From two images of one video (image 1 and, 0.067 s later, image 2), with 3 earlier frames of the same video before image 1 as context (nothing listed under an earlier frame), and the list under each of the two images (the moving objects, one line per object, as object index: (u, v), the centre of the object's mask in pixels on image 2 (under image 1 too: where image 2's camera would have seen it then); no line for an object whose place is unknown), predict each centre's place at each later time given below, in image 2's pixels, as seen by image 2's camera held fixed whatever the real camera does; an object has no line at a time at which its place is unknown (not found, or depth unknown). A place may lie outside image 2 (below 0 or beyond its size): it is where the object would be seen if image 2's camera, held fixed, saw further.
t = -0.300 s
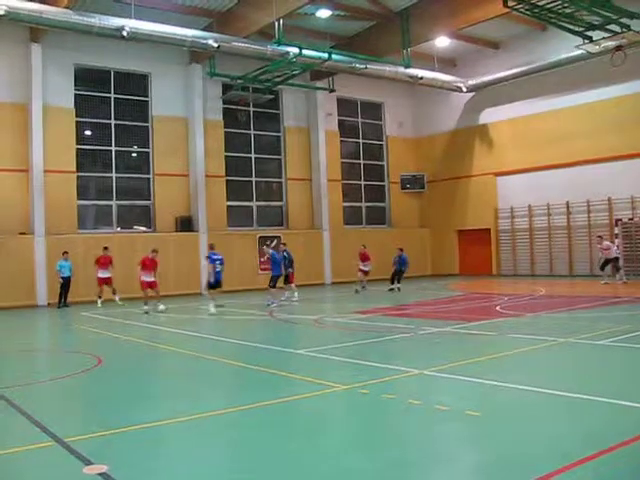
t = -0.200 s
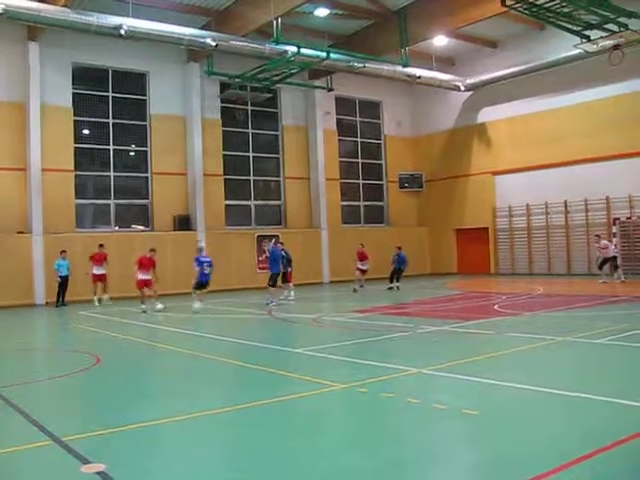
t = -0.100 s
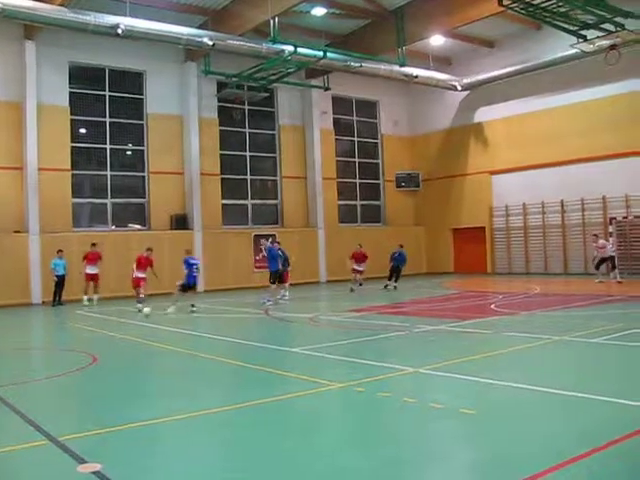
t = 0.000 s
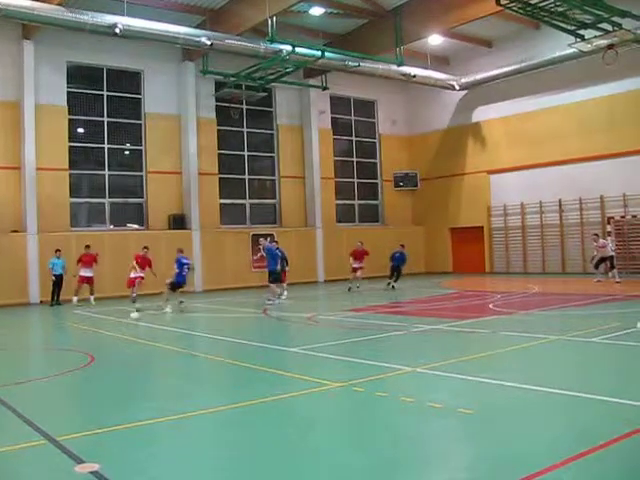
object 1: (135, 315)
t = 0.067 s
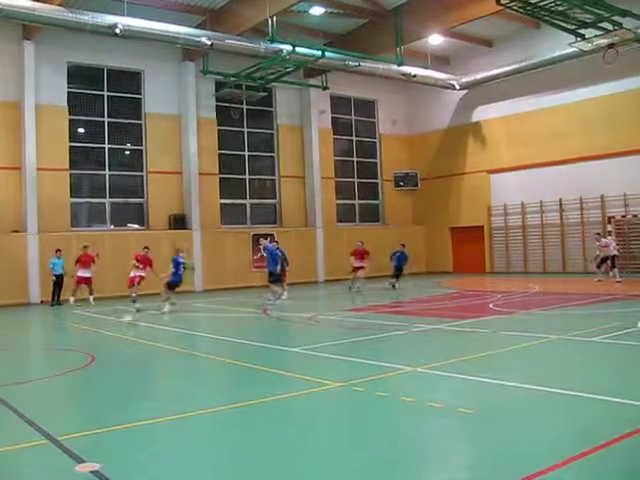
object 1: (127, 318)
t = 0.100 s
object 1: (124, 320)
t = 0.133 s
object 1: (120, 324)
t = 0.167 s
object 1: (115, 327)
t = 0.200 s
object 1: (109, 329)
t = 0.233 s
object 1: (104, 331)
